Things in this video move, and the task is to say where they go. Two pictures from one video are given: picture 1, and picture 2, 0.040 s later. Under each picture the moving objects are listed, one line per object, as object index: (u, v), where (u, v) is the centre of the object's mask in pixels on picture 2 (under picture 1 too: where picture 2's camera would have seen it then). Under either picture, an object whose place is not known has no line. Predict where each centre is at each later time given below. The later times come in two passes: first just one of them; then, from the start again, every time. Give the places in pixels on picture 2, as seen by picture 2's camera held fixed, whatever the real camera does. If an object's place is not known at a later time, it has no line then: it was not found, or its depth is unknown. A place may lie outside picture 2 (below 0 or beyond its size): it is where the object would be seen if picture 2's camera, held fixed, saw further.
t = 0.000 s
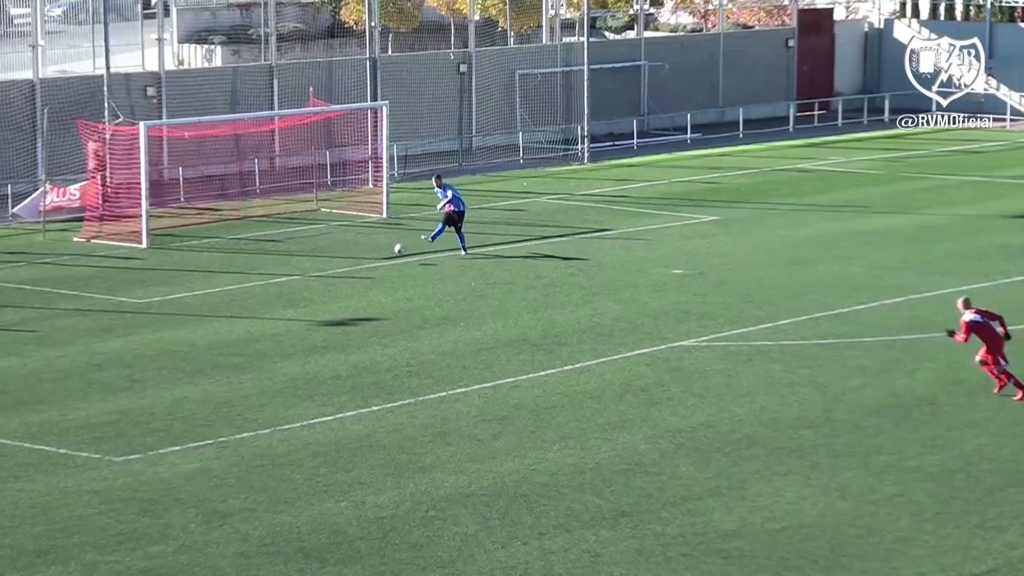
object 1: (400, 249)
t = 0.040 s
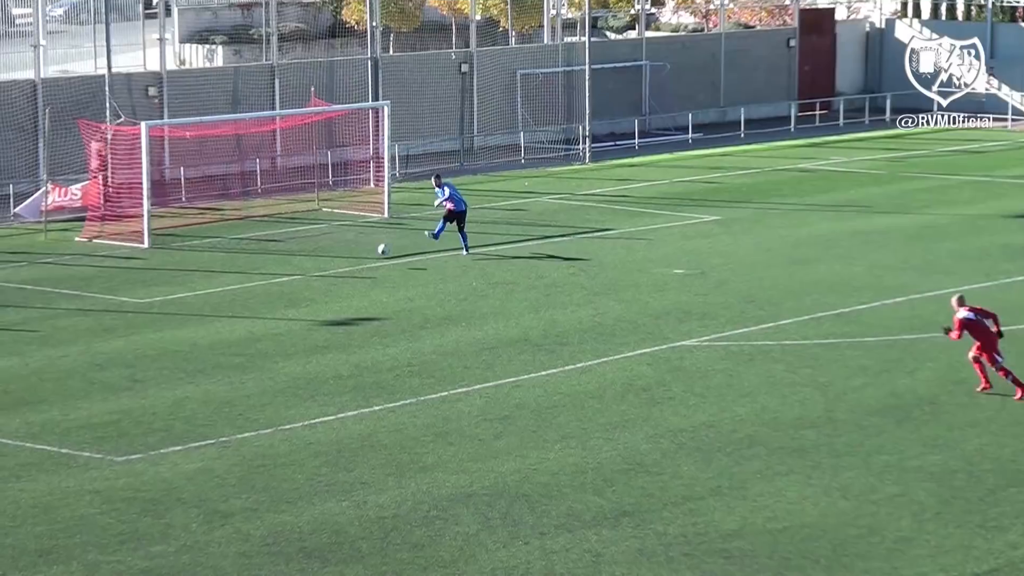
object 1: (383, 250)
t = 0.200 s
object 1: (311, 260)
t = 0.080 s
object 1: (364, 251)
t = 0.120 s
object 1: (346, 253)
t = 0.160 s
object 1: (329, 256)
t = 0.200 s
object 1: (311, 260)
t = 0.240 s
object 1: (293, 265)
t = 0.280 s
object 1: (275, 271)
